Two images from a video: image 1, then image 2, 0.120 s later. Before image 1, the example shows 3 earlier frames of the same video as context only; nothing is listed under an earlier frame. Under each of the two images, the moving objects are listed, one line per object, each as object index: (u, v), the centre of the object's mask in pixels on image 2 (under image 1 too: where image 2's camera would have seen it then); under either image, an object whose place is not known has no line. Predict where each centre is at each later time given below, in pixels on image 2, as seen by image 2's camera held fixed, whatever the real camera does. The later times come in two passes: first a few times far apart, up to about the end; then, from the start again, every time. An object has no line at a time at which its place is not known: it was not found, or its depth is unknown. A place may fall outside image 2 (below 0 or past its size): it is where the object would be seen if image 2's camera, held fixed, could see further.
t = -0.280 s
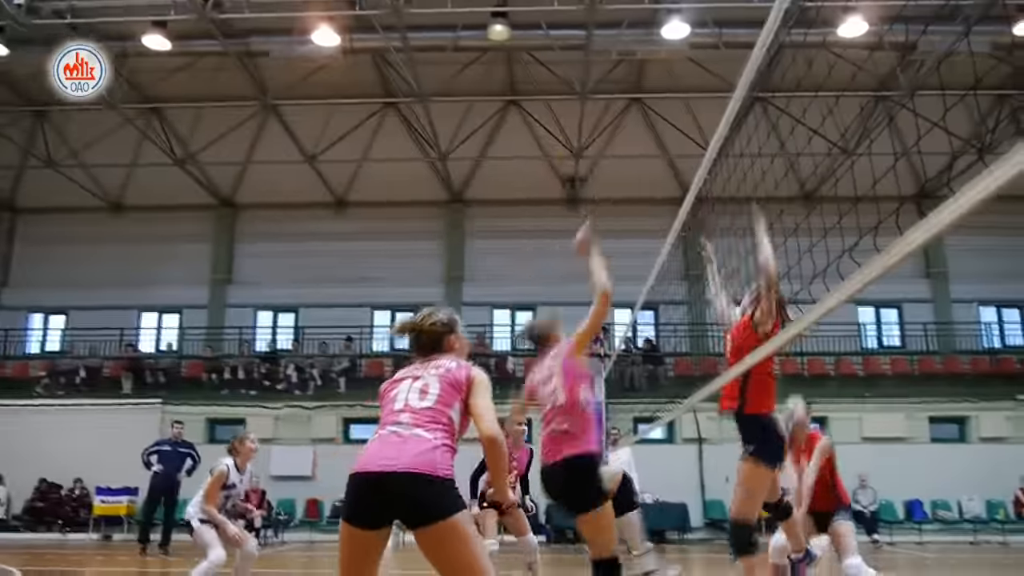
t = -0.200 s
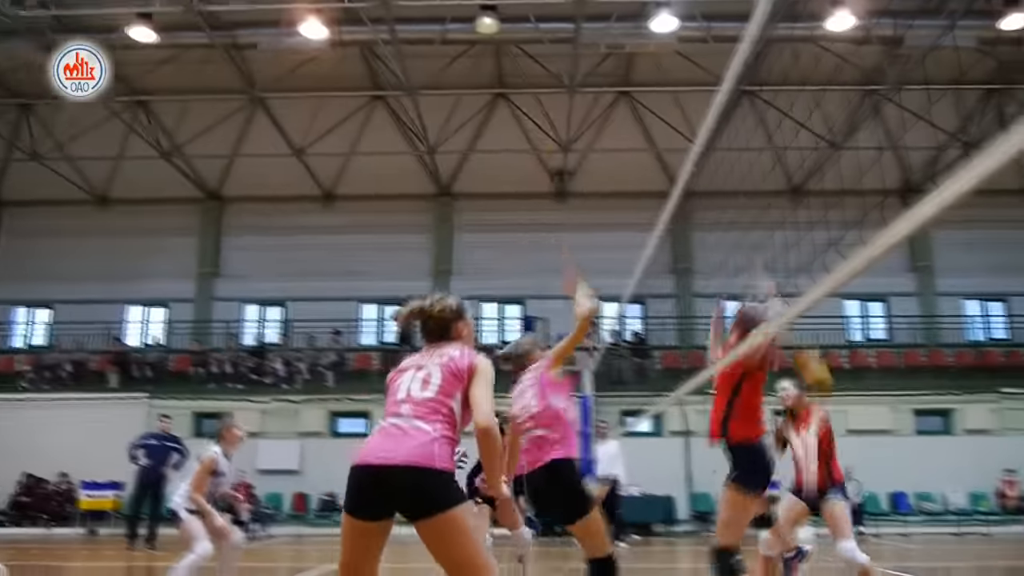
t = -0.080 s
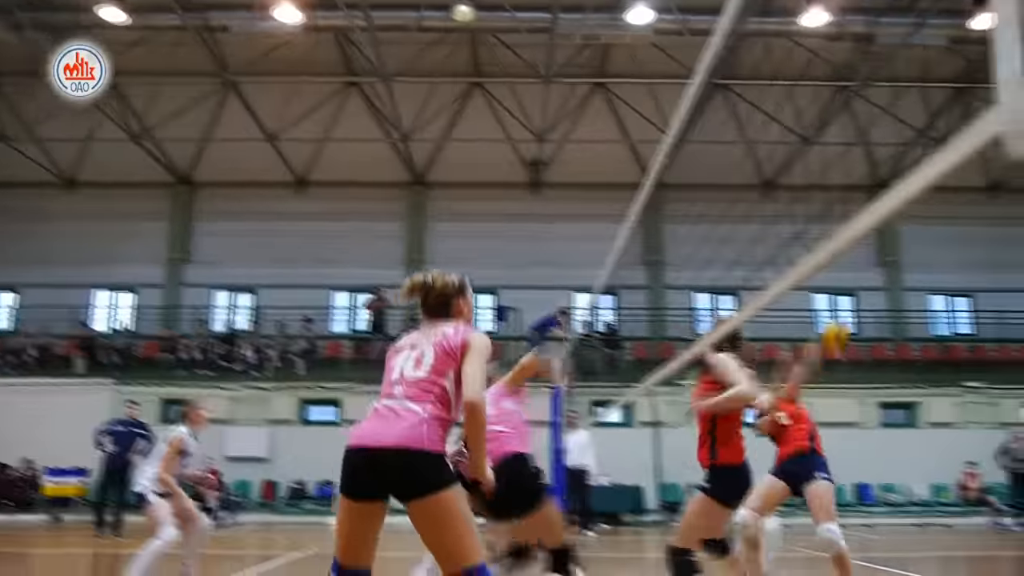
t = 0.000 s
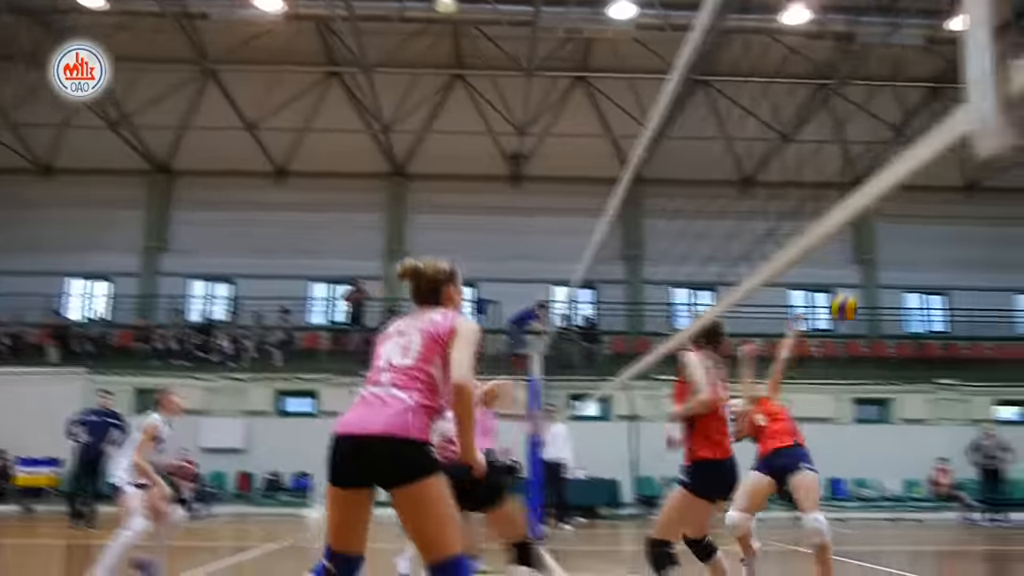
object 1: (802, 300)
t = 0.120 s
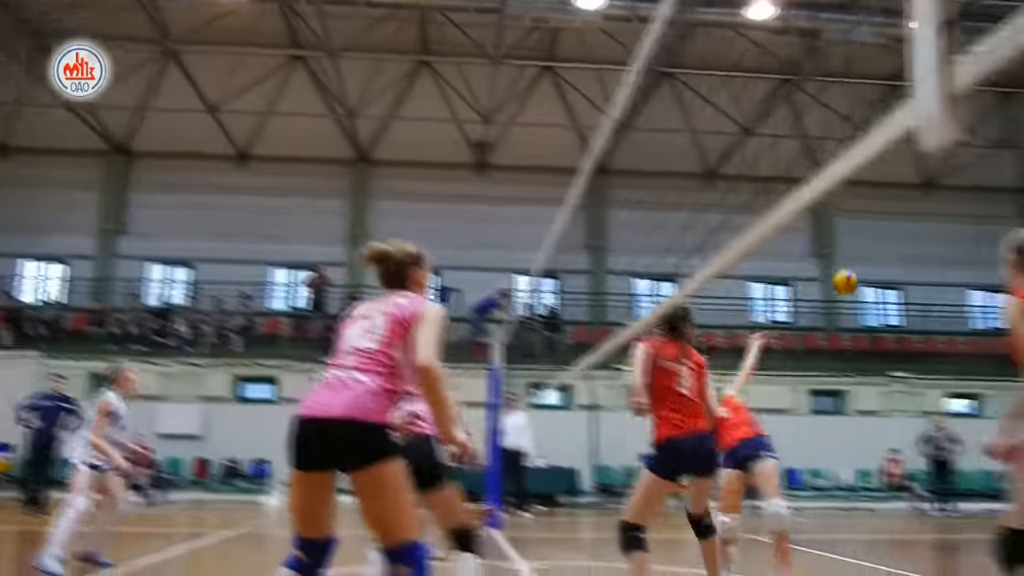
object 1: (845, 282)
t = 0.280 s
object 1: (896, 287)
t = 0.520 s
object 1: (963, 340)
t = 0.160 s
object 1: (859, 280)
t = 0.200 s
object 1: (872, 281)
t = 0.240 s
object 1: (884, 283)
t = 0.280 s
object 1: (896, 287)
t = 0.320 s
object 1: (908, 292)
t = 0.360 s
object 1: (919, 298)
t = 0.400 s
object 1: (931, 307)
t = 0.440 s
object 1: (941, 317)
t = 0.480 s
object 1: (952, 329)
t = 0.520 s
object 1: (963, 340)
